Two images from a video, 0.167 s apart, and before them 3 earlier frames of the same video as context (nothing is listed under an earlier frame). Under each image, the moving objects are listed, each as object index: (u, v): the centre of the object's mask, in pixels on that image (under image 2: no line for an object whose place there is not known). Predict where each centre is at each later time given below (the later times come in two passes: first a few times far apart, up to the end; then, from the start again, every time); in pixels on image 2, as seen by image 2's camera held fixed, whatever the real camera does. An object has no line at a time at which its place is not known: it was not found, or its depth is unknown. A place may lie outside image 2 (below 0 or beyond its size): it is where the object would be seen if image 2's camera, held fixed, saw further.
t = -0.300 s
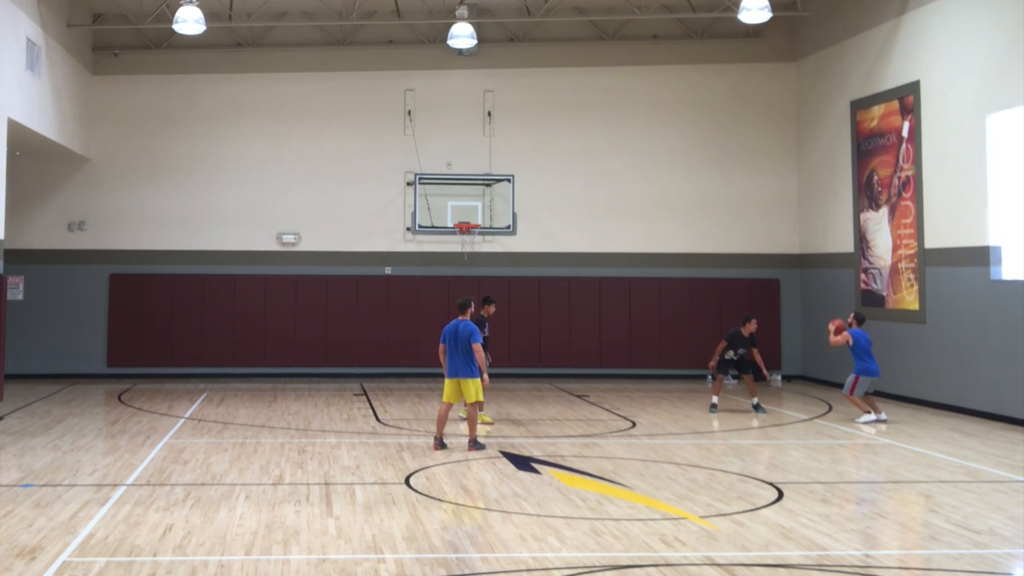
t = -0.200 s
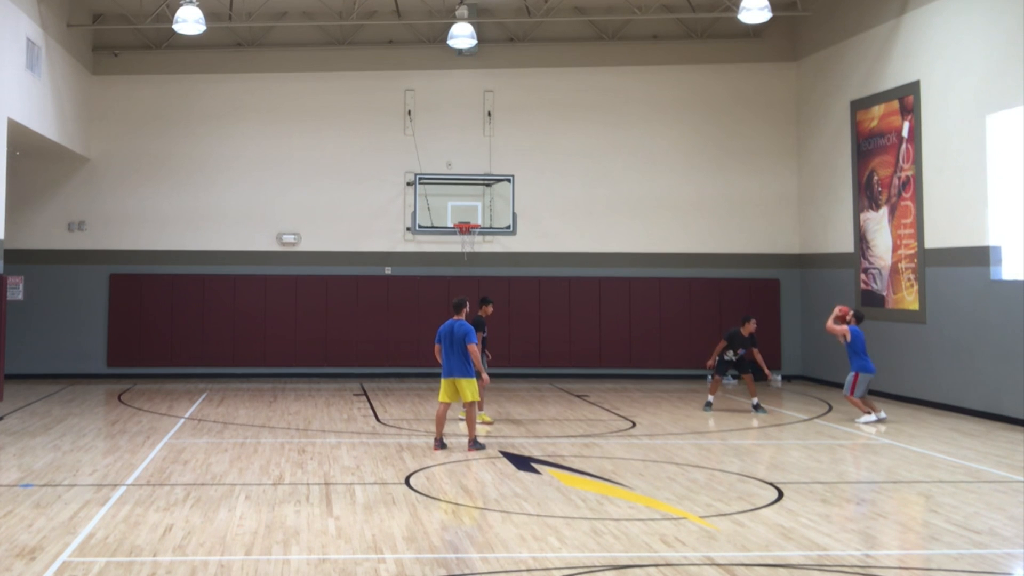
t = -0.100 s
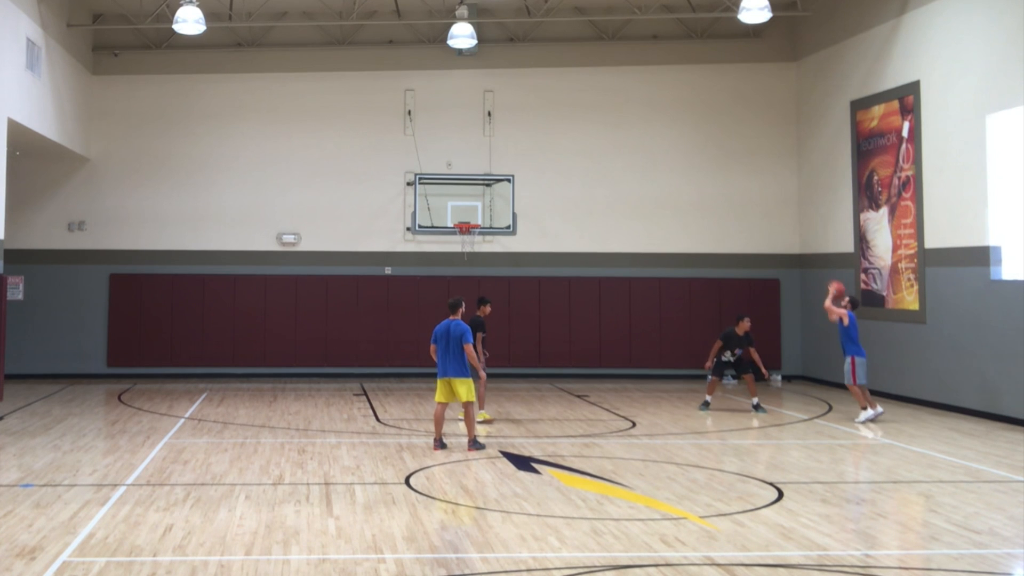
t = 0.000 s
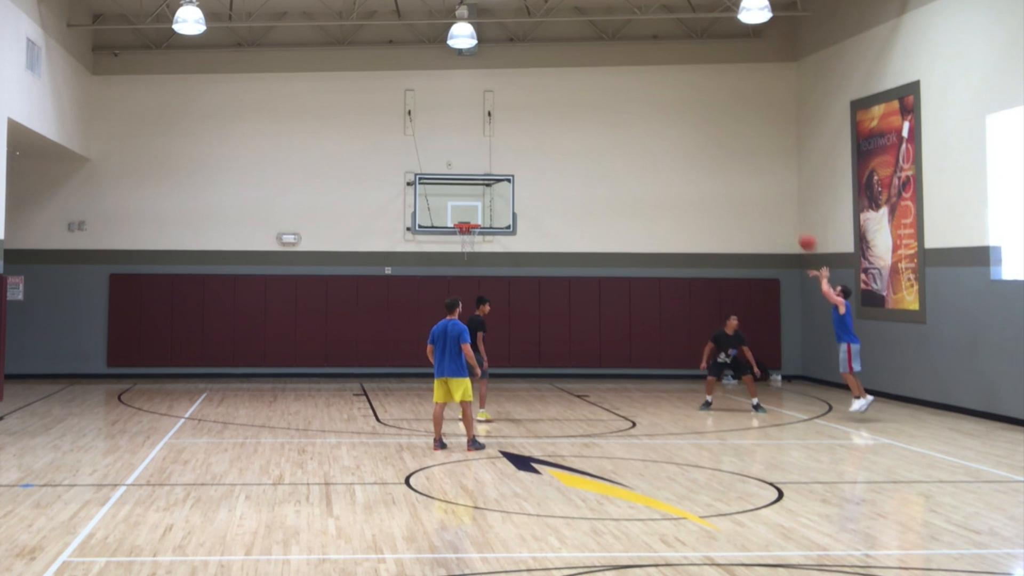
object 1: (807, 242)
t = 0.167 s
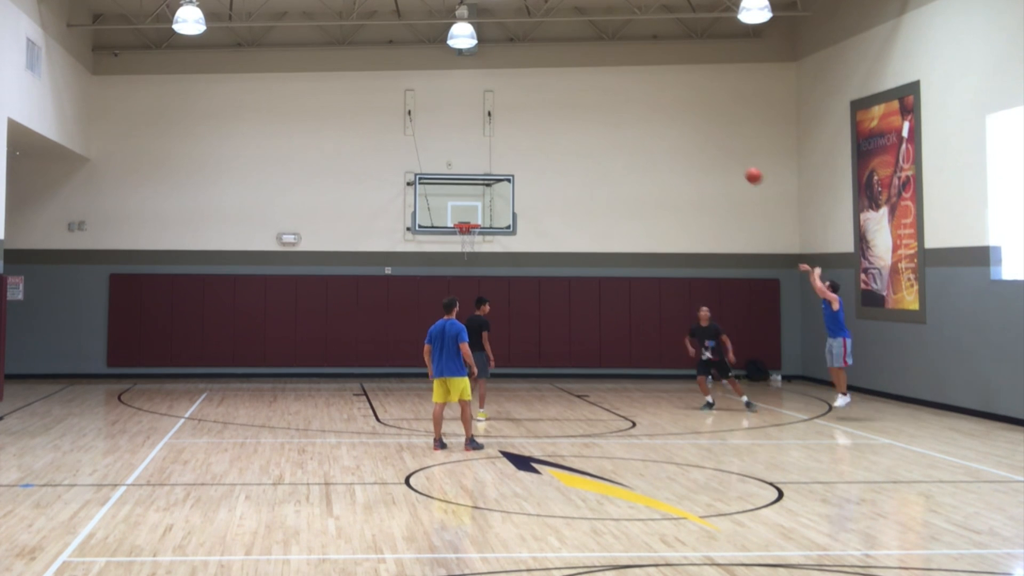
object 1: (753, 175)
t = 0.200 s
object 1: (743, 164)
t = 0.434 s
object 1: (676, 113)
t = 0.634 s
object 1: (624, 99)
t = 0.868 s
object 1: (569, 110)
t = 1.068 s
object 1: (524, 142)
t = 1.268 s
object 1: (483, 194)
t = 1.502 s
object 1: (467, 236)
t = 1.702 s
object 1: (476, 235)
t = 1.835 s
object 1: (482, 246)
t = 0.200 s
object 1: (743, 164)
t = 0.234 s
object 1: (733, 155)
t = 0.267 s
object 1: (723, 146)
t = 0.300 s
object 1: (713, 136)
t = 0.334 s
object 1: (704, 130)
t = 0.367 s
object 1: (695, 124)
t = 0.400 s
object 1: (686, 118)
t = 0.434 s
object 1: (676, 113)
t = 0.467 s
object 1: (667, 109)
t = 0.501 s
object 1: (659, 106)
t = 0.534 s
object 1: (650, 103)
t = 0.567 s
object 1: (641, 101)
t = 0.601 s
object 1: (633, 99)
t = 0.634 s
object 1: (624, 99)
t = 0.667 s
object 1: (616, 98)
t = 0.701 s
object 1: (608, 99)
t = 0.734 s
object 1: (600, 100)
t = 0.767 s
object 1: (592, 102)
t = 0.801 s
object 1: (584, 103)
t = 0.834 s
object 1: (576, 107)
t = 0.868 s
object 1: (569, 110)
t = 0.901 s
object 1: (561, 114)
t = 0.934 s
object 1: (554, 118)
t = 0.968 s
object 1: (546, 124)
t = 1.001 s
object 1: (539, 129)
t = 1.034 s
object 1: (532, 135)
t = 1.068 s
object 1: (524, 142)
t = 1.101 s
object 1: (517, 149)
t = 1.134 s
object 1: (510, 157)
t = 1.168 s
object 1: (503, 166)
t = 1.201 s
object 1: (496, 174)
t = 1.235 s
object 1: (489, 184)
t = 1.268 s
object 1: (483, 194)
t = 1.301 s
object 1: (476, 203)
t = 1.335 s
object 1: (469, 214)
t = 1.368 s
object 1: (464, 221)
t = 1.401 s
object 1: (463, 233)
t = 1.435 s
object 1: (465, 239)
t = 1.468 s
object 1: (466, 238)
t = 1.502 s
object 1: (467, 236)
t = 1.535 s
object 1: (469, 237)
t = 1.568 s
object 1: (470, 234)
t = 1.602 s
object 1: (472, 233)
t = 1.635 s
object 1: (473, 232)
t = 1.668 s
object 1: (475, 233)
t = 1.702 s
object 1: (476, 235)
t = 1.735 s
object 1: (478, 237)
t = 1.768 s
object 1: (479, 240)
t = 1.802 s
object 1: (481, 242)
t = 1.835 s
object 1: (482, 246)
